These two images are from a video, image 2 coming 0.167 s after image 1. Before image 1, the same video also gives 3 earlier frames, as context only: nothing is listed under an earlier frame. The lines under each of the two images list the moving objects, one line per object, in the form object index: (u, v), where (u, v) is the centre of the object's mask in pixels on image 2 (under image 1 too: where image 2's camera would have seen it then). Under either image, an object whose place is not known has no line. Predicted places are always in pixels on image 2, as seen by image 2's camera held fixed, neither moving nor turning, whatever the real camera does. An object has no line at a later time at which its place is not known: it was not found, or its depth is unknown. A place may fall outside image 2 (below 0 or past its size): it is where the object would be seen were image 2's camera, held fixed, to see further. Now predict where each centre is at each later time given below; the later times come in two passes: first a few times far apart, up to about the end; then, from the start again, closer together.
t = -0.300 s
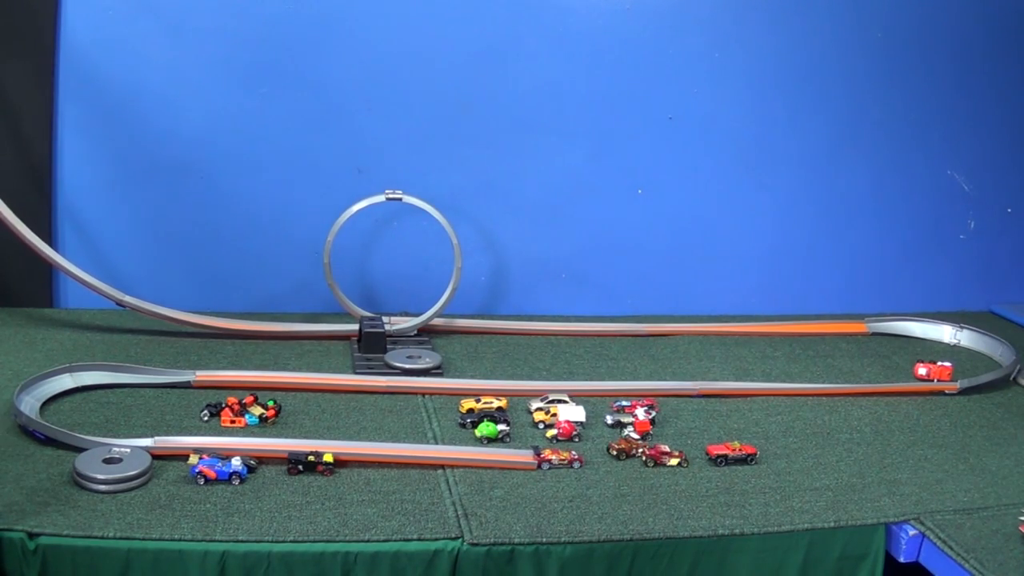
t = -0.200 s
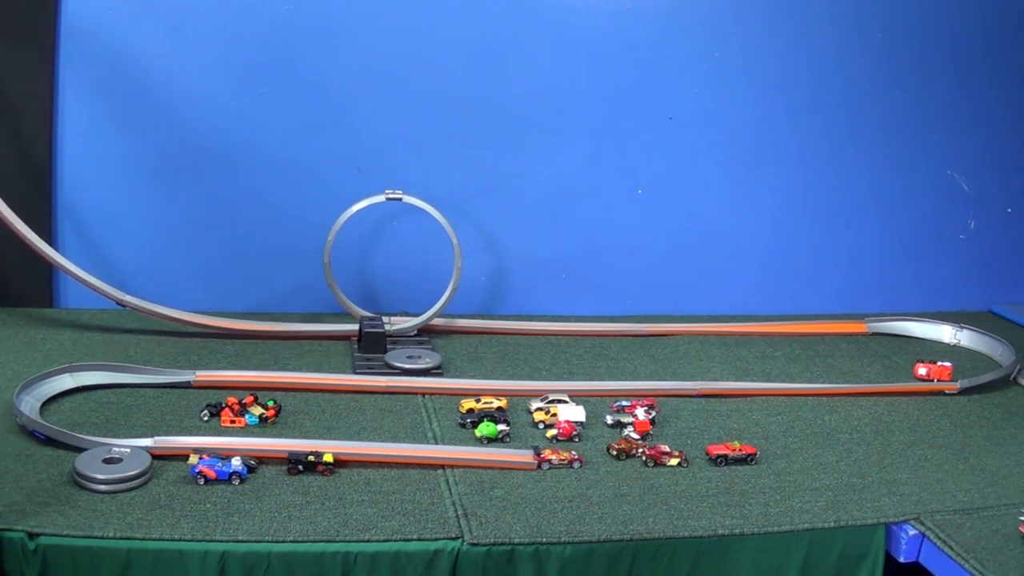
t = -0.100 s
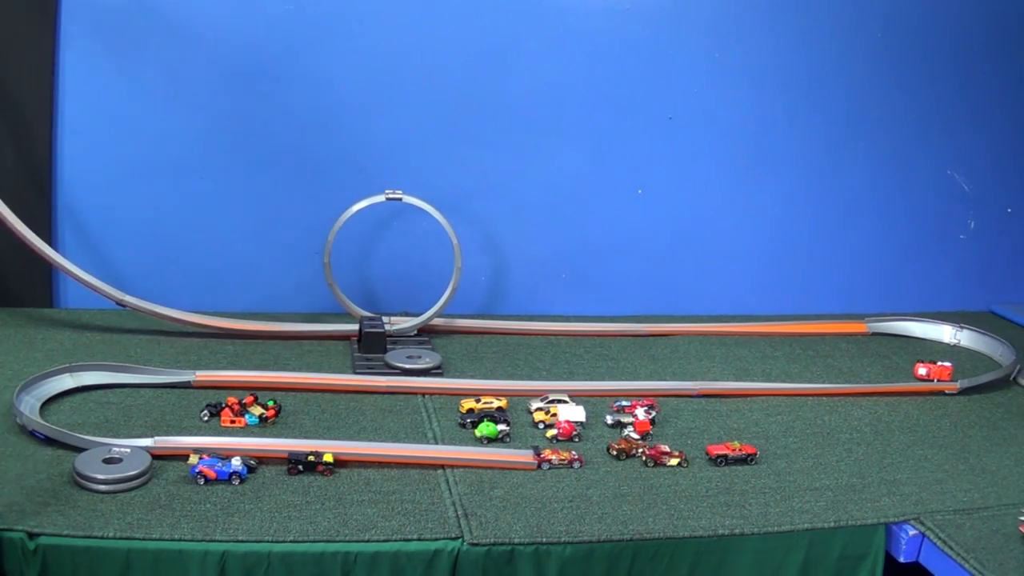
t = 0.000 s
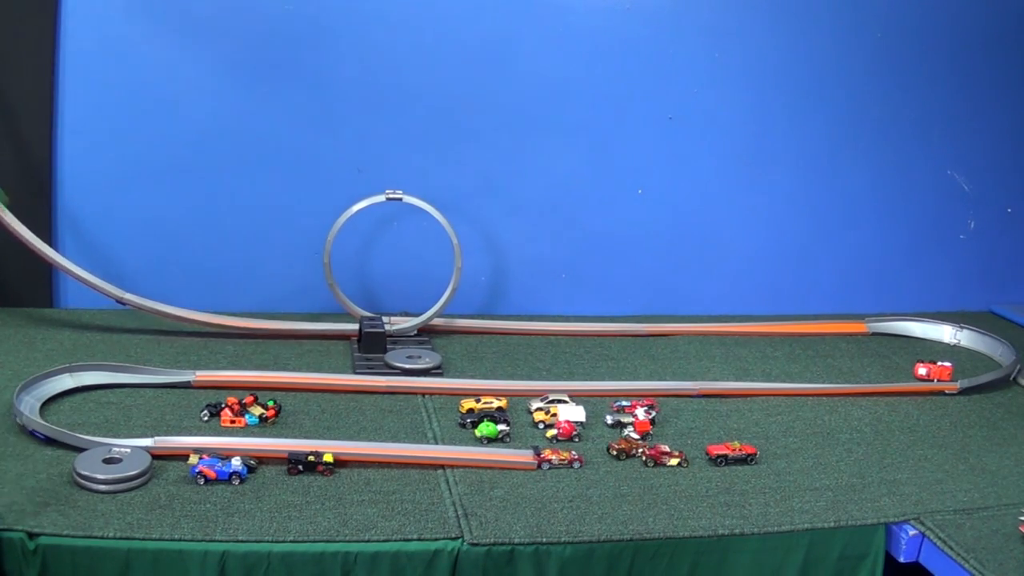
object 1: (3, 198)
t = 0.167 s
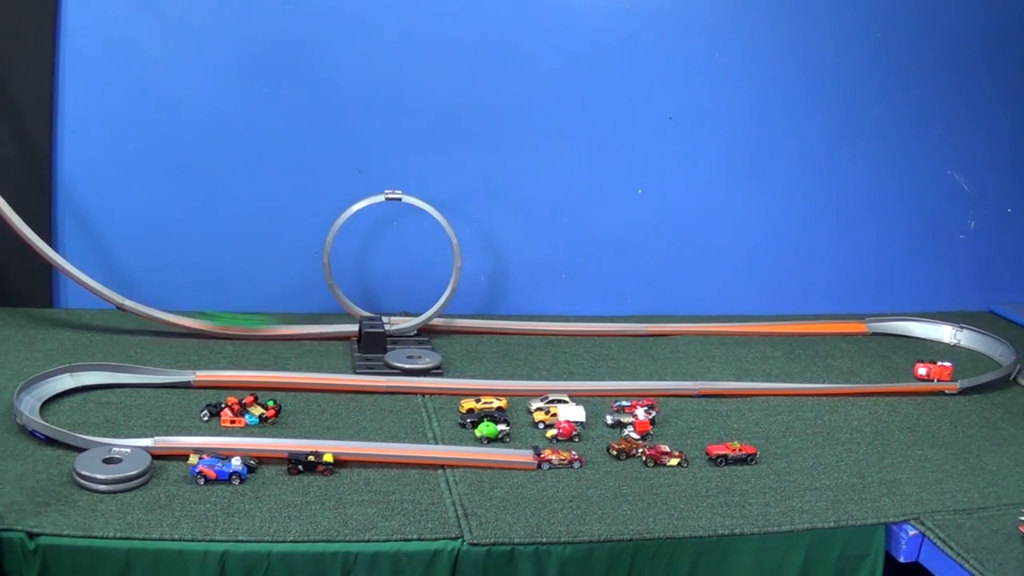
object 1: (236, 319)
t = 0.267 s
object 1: (422, 308)
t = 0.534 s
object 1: (394, 311)
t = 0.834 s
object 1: (759, 320)
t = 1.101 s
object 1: (1000, 353)
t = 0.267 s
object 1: (422, 308)
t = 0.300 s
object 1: (450, 271)
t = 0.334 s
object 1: (443, 231)
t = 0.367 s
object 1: (416, 210)
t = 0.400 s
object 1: (380, 209)
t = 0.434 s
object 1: (343, 229)
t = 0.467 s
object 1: (333, 266)
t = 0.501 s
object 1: (353, 299)
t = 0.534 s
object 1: (394, 311)
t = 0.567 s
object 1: (441, 311)
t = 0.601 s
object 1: (485, 312)
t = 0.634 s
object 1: (526, 315)
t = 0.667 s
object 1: (569, 318)
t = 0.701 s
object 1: (610, 320)
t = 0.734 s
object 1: (649, 320)
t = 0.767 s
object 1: (688, 320)
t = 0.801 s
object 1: (724, 320)
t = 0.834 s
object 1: (759, 320)
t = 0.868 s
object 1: (799, 321)
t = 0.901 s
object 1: (833, 321)
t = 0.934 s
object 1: (863, 322)
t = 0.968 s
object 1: (893, 323)
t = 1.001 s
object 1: (931, 329)
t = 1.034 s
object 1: (961, 336)
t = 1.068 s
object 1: (985, 345)
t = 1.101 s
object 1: (1000, 353)
